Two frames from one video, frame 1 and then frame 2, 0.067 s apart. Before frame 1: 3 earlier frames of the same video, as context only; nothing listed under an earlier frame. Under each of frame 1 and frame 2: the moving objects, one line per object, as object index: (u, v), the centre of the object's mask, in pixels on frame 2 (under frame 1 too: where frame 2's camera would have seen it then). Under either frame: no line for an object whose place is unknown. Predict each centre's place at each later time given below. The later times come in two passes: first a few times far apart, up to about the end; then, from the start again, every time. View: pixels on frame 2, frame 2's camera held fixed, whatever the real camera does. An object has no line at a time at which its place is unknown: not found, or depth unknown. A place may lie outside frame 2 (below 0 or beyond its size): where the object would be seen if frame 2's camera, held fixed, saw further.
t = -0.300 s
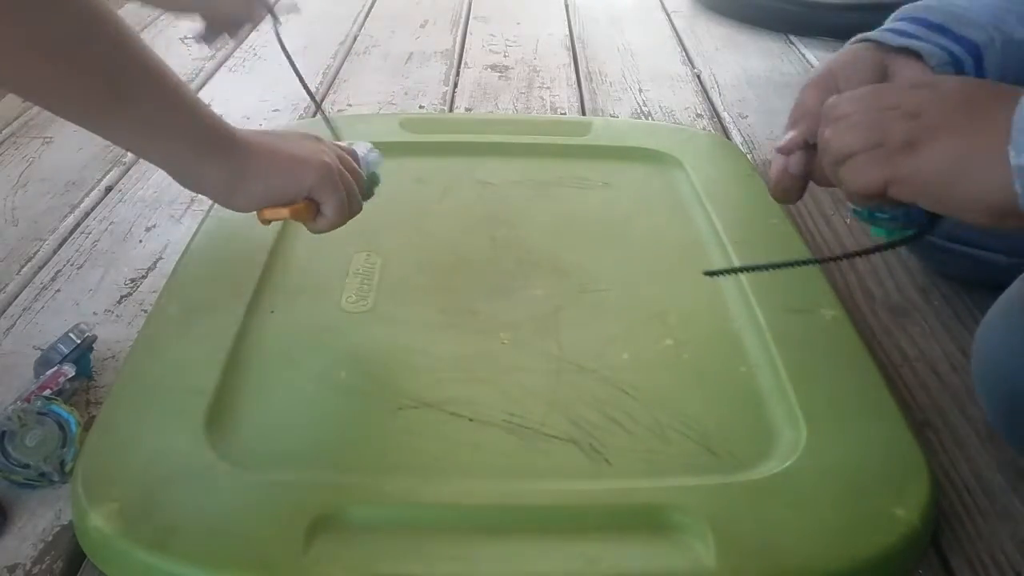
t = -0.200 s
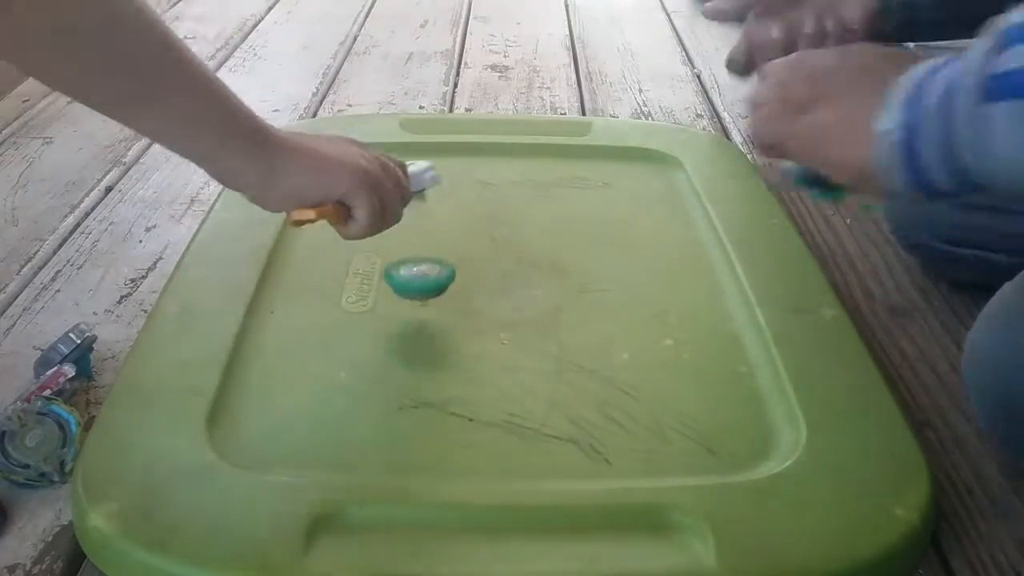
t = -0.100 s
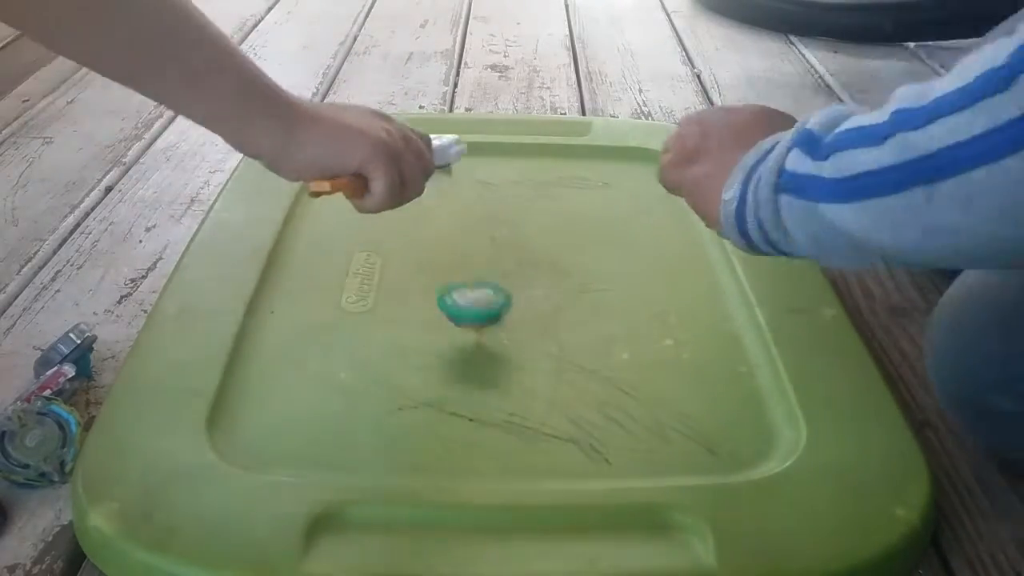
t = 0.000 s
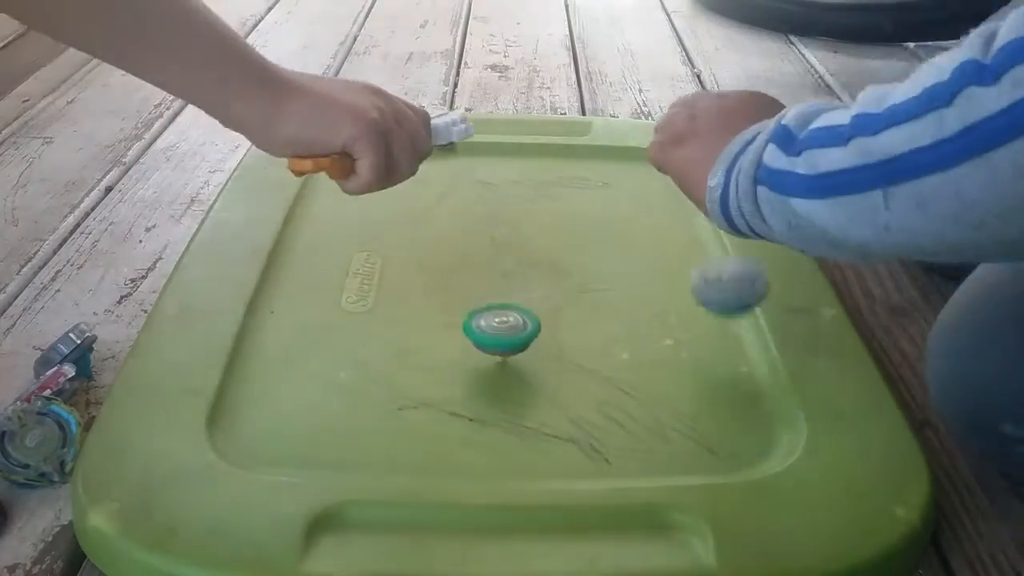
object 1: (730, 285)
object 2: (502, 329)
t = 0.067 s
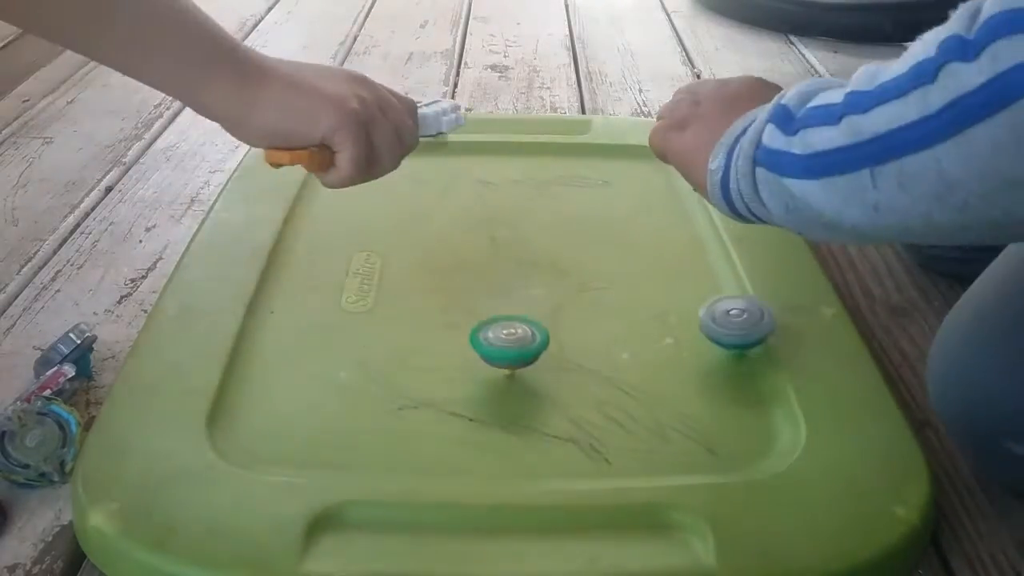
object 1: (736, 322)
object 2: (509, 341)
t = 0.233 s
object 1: (741, 341)
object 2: (527, 362)
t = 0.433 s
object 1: (780, 401)
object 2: (551, 375)
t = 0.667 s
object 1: (737, 438)
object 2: (567, 368)
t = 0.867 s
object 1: (772, 420)
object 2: (571, 342)
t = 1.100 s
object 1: (705, 358)
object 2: (556, 291)
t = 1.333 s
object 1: (596, 425)
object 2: (462, 242)
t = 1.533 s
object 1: (521, 436)
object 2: (373, 260)
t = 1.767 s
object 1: (393, 436)
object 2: (354, 286)
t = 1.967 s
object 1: (268, 397)
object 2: (392, 302)
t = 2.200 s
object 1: (259, 375)
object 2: (507, 294)
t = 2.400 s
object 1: (351, 340)
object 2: (549, 237)
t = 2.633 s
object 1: (476, 307)
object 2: (485, 195)
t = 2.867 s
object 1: (548, 233)
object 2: (430, 197)
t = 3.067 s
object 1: (504, 181)
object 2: (419, 224)
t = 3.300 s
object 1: (458, 158)
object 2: (487, 277)
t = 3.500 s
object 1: (440, 149)
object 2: (596, 260)
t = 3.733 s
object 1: (428, 148)
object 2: (620, 219)
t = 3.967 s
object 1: (424, 156)
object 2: (591, 202)
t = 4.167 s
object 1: (421, 176)
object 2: (538, 209)
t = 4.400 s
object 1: (438, 220)
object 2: (481, 261)
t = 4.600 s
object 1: (410, 202)
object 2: (569, 363)
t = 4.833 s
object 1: (398, 190)
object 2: (718, 462)
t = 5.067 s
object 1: (405, 193)
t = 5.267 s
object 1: (429, 206)
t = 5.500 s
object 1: (477, 231)
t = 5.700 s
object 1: (529, 247)
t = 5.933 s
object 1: (587, 243)
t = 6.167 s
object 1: (623, 238)
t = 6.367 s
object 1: (630, 239)
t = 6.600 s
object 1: (605, 248)
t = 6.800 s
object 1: (562, 262)
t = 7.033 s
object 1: (521, 290)
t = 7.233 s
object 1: (519, 317)
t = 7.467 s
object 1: (525, 344)
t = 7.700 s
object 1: (533, 348)
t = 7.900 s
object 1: (538, 338)
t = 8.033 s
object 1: (535, 322)
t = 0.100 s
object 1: (744, 328)
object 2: (513, 347)
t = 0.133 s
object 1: (753, 331)
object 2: (516, 349)
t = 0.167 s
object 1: (753, 335)
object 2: (519, 355)
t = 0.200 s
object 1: (746, 338)
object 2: (523, 357)
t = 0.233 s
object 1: (741, 341)
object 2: (527, 362)
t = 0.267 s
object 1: (739, 345)
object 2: (532, 365)
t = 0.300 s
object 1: (741, 352)
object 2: (538, 369)
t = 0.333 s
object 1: (747, 362)
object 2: (542, 371)
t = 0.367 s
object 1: (758, 374)
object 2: (545, 373)
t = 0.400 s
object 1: (772, 388)
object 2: (548, 374)
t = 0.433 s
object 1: (780, 401)
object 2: (551, 375)
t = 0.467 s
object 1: (779, 412)
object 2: (555, 375)
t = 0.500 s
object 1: (767, 422)
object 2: (558, 375)
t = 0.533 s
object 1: (761, 429)
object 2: (560, 375)
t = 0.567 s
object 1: (758, 433)
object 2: (561, 373)
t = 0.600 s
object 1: (746, 435)
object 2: (563, 372)
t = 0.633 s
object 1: (740, 436)
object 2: (565, 370)
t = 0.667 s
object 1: (737, 438)
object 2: (567, 368)
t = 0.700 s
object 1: (734, 438)
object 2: (569, 365)
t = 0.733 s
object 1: (736, 437)
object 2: (571, 361)
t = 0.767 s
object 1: (742, 436)
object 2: (572, 357)
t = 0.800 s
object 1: (752, 435)
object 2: (571, 352)
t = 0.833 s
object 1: (763, 430)
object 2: (571, 347)
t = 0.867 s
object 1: (772, 420)
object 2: (571, 342)
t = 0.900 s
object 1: (775, 405)
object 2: (570, 337)
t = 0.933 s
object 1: (769, 389)
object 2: (570, 331)
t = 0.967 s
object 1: (759, 375)
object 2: (569, 324)
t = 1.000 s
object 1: (749, 366)
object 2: (567, 316)
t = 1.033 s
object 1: (736, 360)
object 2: (565, 308)
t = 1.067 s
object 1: (722, 357)
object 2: (561, 300)
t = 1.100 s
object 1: (705, 358)
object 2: (556, 291)
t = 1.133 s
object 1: (688, 362)
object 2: (551, 283)
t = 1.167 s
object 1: (669, 368)
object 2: (543, 274)
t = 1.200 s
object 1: (653, 377)
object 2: (533, 266)
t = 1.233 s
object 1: (638, 387)
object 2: (519, 257)
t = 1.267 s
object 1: (624, 398)
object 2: (502, 249)
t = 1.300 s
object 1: (611, 410)
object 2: (482, 244)
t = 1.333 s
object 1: (596, 425)
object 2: (462, 242)
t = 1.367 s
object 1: (581, 440)
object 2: (442, 243)
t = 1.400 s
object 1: (568, 446)
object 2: (422, 245)
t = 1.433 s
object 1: (556, 446)
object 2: (406, 248)
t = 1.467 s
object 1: (543, 447)
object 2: (392, 251)
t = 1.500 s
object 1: (533, 442)
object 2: (382, 255)
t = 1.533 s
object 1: (521, 436)
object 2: (373, 260)
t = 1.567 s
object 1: (505, 434)
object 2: (367, 264)
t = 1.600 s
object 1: (484, 436)
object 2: (361, 268)
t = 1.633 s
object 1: (462, 441)
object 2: (357, 271)
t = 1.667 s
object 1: (441, 445)
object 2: (354, 274)
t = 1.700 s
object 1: (423, 444)
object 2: (352, 279)
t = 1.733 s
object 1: (408, 442)
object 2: (352, 282)
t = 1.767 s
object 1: (393, 436)
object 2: (354, 286)
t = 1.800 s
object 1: (374, 427)
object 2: (356, 289)
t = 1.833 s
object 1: (352, 420)
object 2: (360, 292)
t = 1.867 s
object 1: (332, 413)
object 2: (366, 295)
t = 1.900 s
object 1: (311, 406)
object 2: (373, 298)
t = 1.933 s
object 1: (290, 401)
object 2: (382, 300)
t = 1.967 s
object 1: (268, 397)
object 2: (392, 302)
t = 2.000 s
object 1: (250, 391)
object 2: (406, 303)
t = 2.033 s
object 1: (233, 388)
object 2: (420, 305)
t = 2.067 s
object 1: (226, 380)
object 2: (435, 305)
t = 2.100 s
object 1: (227, 379)
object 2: (451, 304)
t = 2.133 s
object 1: (234, 380)
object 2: (470, 304)
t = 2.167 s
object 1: (248, 379)
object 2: (488, 300)
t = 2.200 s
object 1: (259, 375)
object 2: (507, 294)
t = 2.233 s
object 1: (272, 370)
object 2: (524, 288)
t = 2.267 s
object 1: (289, 365)
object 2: (538, 279)
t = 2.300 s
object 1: (304, 358)
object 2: (549, 269)
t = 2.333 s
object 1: (319, 352)
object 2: (553, 258)
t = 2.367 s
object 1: (335, 346)
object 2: (553, 247)
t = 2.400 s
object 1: (351, 340)
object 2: (549, 237)
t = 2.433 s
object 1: (367, 335)
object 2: (542, 227)
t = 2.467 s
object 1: (384, 331)
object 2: (533, 219)
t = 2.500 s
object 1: (400, 326)
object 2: (524, 212)
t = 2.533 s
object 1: (419, 322)
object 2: (515, 207)
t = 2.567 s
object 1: (437, 318)
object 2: (505, 202)
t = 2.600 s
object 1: (457, 314)
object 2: (495, 198)
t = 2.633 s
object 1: (476, 307)
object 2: (485, 195)
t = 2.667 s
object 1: (494, 301)
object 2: (476, 194)
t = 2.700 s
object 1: (512, 292)
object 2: (467, 192)
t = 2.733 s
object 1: (528, 283)
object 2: (458, 192)
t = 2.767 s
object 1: (542, 273)
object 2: (449, 192)
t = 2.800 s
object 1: (550, 259)
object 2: (441, 193)
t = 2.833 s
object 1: (552, 247)
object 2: (435, 194)
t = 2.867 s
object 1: (548, 233)
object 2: (430, 197)
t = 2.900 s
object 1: (542, 221)
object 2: (425, 200)
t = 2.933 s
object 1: (536, 211)
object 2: (422, 204)
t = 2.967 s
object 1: (528, 202)
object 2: (420, 208)
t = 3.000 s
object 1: (520, 194)
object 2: (418, 213)
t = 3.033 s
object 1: (512, 187)
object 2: (418, 218)
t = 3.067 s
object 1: (504, 181)
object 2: (419, 224)
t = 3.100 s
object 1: (497, 176)
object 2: (421, 231)
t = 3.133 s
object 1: (489, 172)
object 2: (425, 238)
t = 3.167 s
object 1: (483, 167)
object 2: (430, 245)
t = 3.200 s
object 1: (476, 164)
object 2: (439, 254)
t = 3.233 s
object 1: (469, 161)
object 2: (452, 263)
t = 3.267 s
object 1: (462, 159)
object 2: (468, 271)
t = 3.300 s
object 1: (458, 158)
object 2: (487, 277)
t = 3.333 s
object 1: (453, 156)
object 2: (507, 280)
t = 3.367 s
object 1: (448, 154)
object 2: (529, 281)
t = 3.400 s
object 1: (445, 153)
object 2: (551, 279)
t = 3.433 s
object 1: (443, 151)
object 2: (569, 274)
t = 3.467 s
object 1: (442, 150)
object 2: (584, 267)
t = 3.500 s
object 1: (440, 149)
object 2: (596, 260)
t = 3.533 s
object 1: (438, 149)
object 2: (605, 253)
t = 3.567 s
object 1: (435, 149)
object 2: (612, 246)
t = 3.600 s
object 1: (434, 149)
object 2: (617, 240)
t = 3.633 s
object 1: (433, 148)
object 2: (620, 234)
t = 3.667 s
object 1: (432, 148)
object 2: (621, 228)
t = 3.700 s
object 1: (430, 148)
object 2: (621, 224)
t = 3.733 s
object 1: (428, 148)
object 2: (620, 219)
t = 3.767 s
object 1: (427, 149)
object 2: (618, 215)
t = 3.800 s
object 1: (426, 150)
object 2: (615, 211)
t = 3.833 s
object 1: (425, 150)
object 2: (612, 208)
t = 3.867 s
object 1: (425, 152)
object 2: (608, 206)
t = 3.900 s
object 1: (424, 153)
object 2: (603, 204)
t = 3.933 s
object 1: (424, 154)
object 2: (597, 203)
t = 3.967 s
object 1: (424, 156)
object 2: (591, 202)
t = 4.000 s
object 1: (423, 159)
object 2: (584, 202)
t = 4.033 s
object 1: (423, 161)
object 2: (576, 202)
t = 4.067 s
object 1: (423, 163)
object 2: (568, 203)
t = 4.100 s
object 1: (422, 167)
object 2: (559, 204)
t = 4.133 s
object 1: (421, 171)
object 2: (549, 206)
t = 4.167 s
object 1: (421, 176)
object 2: (538, 209)
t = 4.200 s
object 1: (422, 183)
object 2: (528, 212)
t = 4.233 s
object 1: (424, 189)
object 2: (517, 216)
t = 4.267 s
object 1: (426, 196)
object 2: (507, 222)
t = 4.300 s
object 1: (429, 203)
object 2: (498, 228)
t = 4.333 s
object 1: (433, 210)
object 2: (490, 236)
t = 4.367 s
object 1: (438, 219)
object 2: (482, 244)
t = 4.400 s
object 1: (438, 220)
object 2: (481, 261)
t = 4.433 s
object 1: (431, 217)
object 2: (490, 283)
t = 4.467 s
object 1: (426, 213)
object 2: (500, 300)
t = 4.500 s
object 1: (421, 210)
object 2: (516, 315)
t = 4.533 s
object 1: (416, 207)
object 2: (532, 331)
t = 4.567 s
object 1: (413, 204)
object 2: (550, 347)
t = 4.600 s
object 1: (410, 202)
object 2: (569, 363)
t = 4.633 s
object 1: (407, 200)
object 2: (588, 381)
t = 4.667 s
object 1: (405, 198)
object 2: (608, 399)
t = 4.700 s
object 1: (403, 196)
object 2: (626, 419)
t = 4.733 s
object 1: (402, 195)
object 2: (647, 441)
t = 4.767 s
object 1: (402, 194)
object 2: (671, 445)
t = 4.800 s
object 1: (401, 192)
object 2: (695, 451)
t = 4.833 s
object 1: (398, 190)
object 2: (718, 462)
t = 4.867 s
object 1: (396, 188)
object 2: (742, 476)
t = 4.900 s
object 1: (396, 188)
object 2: (769, 496)
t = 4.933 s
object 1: (396, 188)
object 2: (792, 517)
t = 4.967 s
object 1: (396, 188)
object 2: (817, 541)
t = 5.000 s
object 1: (398, 189)
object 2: (832, 562)
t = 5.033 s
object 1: (402, 191)
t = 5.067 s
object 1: (405, 193)
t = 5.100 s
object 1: (408, 194)
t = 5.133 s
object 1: (411, 196)
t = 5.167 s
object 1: (415, 198)
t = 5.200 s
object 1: (418, 200)
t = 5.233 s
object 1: (424, 203)
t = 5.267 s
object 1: (429, 206)
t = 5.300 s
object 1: (435, 209)
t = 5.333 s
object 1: (441, 212)
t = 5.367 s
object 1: (447, 216)
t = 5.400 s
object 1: (454, 219)
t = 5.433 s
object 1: (462, 223)
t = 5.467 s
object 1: (469, 227)
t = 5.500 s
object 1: (477, 231)
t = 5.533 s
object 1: (486, 235)
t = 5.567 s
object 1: (496, 238)
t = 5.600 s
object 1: (504, 241)
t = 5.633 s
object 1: (513, 244)
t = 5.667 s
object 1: (521, 246)
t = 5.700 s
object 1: (529, 247)
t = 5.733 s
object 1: (537, 249)
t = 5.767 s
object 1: (545, 249)
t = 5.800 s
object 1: (555, 248)
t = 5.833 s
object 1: (564, 247)
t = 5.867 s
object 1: (573, 246)
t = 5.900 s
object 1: (580, 244)
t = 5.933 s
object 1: (587, 243)
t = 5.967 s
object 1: (595, 242)
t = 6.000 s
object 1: (600, 241)
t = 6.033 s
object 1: (606, 241)
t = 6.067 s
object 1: (611, 240)
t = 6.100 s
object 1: (616, 239)
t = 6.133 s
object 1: (620, 238)
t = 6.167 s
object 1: (623, 238)
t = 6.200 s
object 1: (627, 238)
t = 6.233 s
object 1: (629, 238)
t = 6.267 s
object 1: (630, 238)
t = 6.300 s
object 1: (630, 239)
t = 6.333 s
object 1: (630, 239)
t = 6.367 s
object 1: (630, 239)
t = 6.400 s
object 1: (629, 239)
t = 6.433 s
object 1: (626, 241)
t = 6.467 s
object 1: (623, 241)
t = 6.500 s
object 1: (620, 242)
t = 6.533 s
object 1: (615, 244)
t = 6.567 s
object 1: (610, 246)
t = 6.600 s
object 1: (605, 248)
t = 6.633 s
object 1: (599, 249)
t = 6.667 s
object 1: (592, 252)
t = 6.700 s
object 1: (585, 254)
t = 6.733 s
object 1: (578, 256)
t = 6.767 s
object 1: (570, 259)
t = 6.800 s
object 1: (562, 262)
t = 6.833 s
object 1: (553, 265)
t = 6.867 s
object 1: (545, 269)
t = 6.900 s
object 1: (537, 273)
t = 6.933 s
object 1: (531, 277)
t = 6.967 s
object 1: (526, 280)
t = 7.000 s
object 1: (523, 285)
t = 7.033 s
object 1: (521, 290)
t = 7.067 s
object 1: (519, 294)
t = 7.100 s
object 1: (519, 300)
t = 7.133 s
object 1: (519, 304)
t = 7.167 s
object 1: (519, 308)
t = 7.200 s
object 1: (520, 313)
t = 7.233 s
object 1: (519, 317)
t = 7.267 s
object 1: (521, 323)
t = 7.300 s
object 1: (522, 330)
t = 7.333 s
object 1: (523, 333)
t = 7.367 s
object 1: (523, 336)
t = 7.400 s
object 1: (523, 340)
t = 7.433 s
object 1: (524, 343)
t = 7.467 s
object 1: (525, 344)
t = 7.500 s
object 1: (525, 346)
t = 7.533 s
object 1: (526, 347)
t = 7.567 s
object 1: (527, 349)
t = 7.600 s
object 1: (528, 349)
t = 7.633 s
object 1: (530, 349)
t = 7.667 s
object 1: (531, 349)
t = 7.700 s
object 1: (533, 348)
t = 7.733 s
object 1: (533, 347)
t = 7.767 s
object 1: (535, 346)
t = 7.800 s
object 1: (535, 345)
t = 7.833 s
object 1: (537, 343)
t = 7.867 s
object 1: (536, 341)
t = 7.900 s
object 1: (538, 338)
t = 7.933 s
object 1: (538, 335)
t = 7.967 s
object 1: (537, 331)
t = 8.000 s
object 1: (535, 327)
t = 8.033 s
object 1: (535, 322)
